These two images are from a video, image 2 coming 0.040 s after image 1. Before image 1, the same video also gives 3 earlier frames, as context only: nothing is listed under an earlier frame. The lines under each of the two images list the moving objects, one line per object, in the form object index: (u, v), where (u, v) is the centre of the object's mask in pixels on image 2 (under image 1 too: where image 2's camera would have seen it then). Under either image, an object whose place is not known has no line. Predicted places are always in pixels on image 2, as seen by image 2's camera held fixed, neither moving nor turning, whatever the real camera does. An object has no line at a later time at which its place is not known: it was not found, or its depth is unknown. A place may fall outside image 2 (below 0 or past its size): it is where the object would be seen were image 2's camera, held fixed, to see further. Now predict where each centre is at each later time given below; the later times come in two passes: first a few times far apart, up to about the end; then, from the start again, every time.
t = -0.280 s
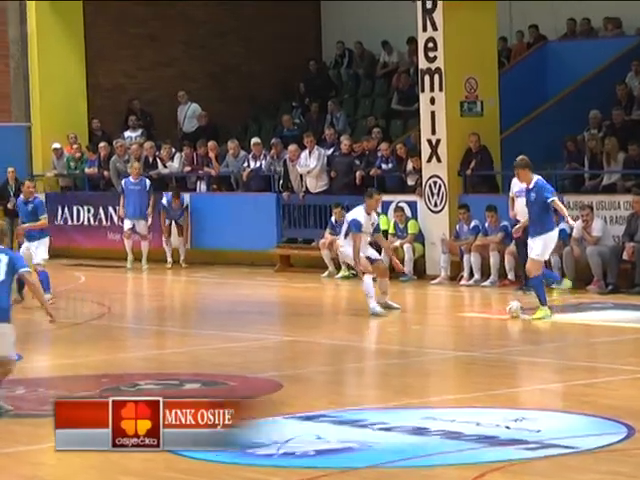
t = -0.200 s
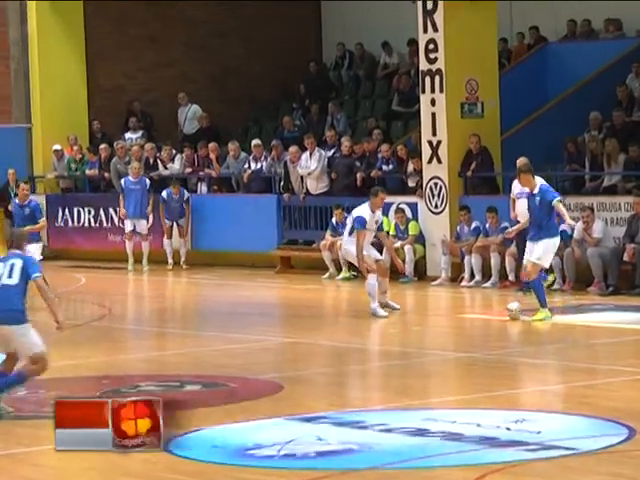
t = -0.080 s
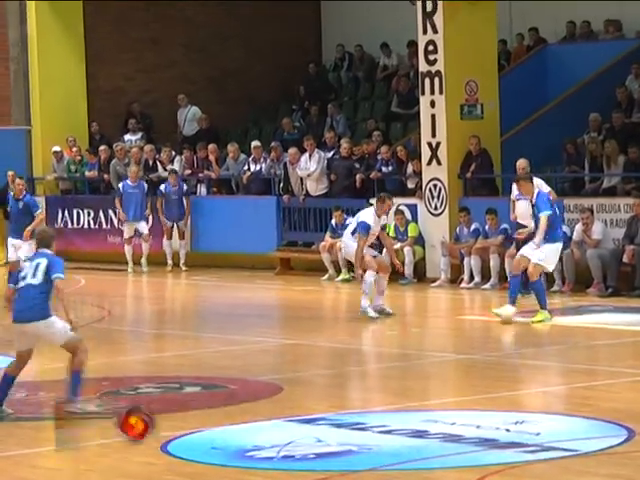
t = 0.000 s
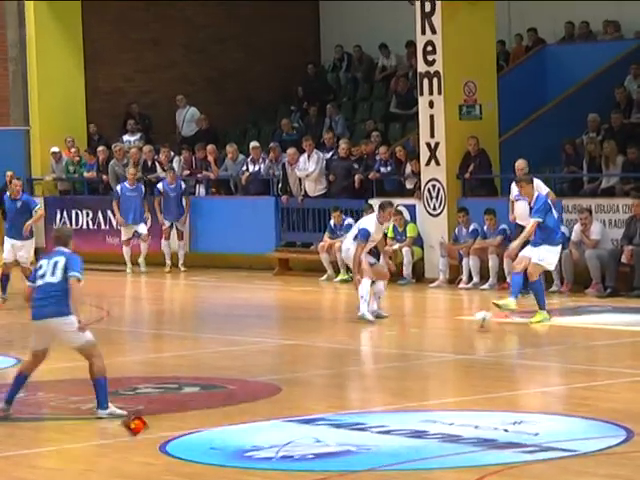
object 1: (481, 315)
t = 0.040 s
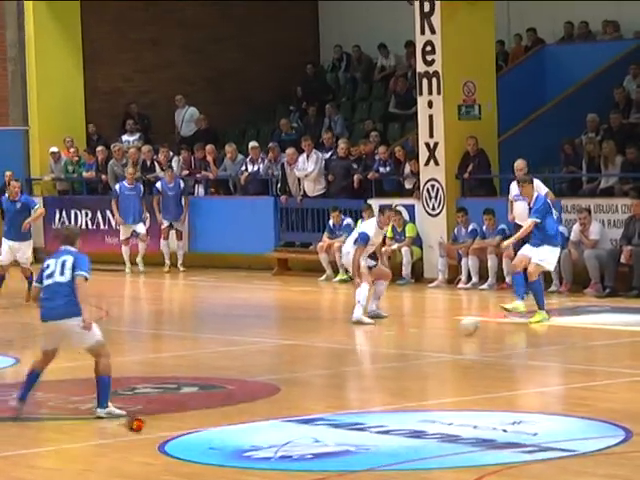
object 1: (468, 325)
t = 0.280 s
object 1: (401, 348)
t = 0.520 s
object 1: (334, 371)
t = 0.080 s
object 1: (458, 326)
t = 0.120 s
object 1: (446, 331)
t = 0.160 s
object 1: (434, 335)
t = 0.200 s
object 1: (421, 339)
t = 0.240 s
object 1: (412, 343)
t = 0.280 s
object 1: (401, 348)
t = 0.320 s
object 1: (390, 352)
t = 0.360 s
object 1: (380, 355)
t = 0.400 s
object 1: (367, 360)
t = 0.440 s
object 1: (355, 362)
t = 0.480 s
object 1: (345, 367)
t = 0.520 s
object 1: (334, 371)
